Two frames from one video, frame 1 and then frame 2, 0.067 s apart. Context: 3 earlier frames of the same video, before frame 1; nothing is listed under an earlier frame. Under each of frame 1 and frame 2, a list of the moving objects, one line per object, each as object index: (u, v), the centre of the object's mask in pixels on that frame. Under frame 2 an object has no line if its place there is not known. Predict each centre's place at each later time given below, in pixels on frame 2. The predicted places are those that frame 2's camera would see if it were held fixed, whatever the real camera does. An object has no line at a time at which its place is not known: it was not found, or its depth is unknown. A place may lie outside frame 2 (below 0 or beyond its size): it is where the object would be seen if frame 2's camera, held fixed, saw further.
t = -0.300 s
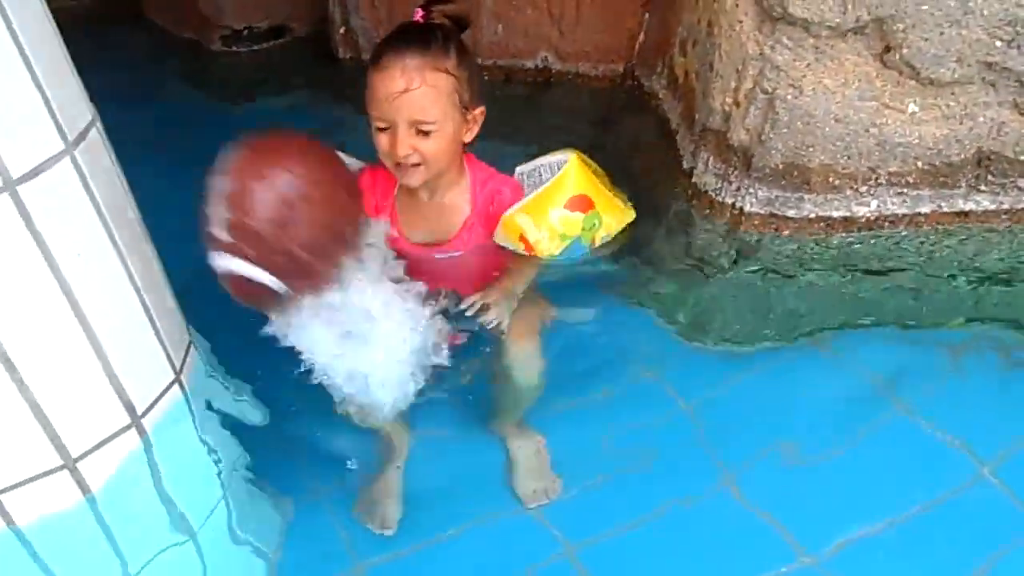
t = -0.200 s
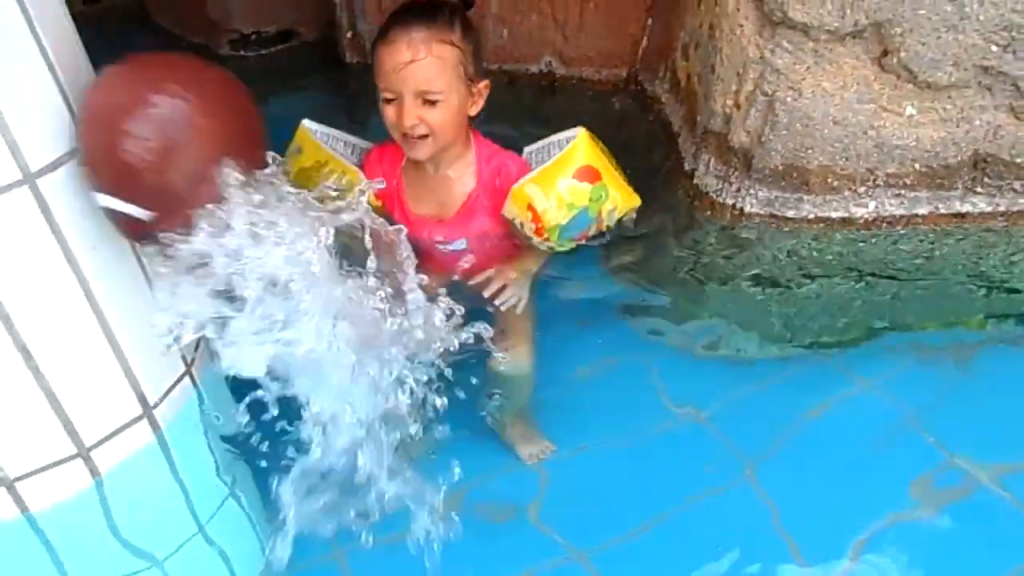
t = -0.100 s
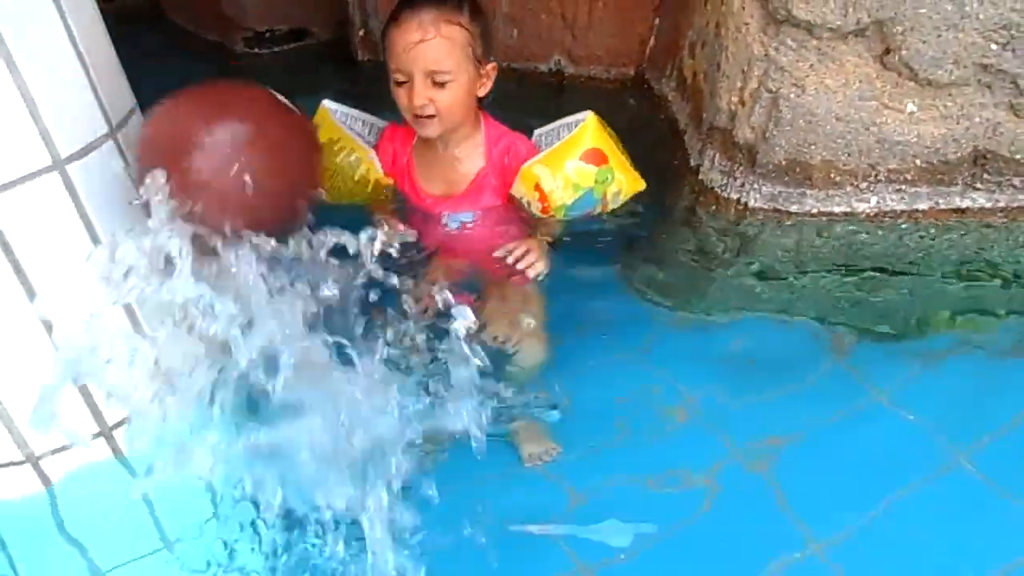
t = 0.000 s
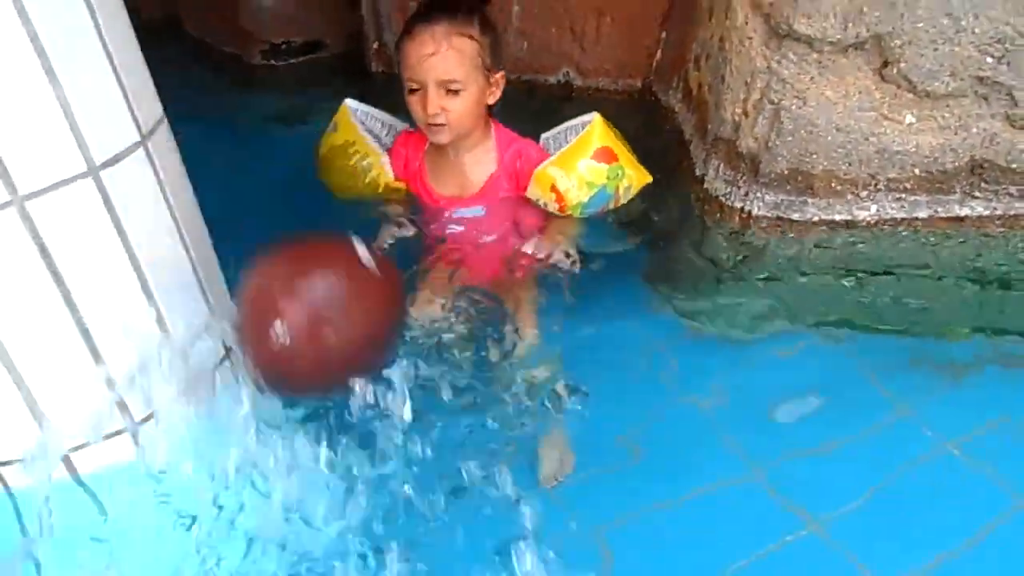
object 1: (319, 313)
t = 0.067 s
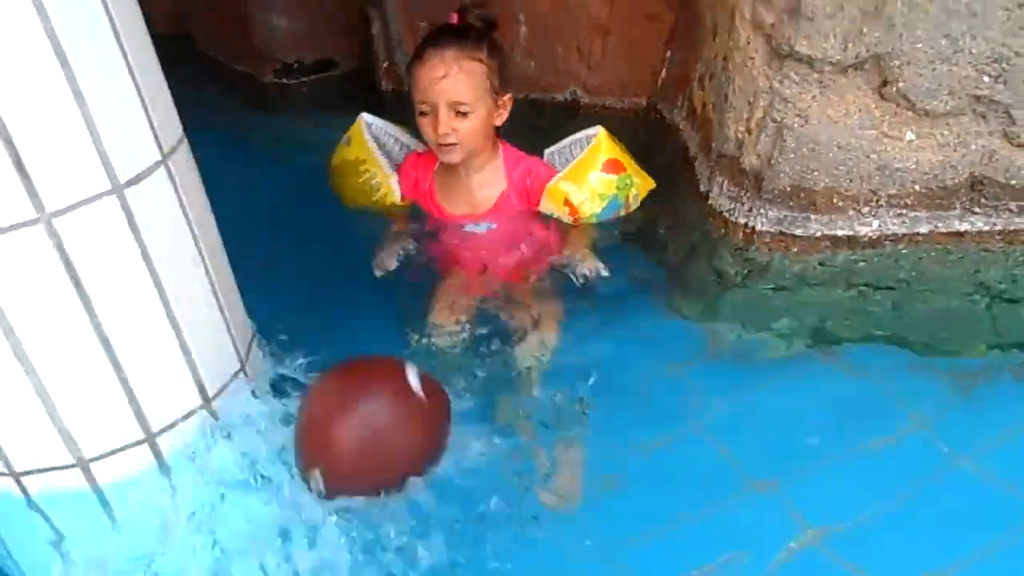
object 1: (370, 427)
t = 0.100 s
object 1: (375, 441)
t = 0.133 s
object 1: (378, 453)
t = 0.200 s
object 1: (377, 454)
